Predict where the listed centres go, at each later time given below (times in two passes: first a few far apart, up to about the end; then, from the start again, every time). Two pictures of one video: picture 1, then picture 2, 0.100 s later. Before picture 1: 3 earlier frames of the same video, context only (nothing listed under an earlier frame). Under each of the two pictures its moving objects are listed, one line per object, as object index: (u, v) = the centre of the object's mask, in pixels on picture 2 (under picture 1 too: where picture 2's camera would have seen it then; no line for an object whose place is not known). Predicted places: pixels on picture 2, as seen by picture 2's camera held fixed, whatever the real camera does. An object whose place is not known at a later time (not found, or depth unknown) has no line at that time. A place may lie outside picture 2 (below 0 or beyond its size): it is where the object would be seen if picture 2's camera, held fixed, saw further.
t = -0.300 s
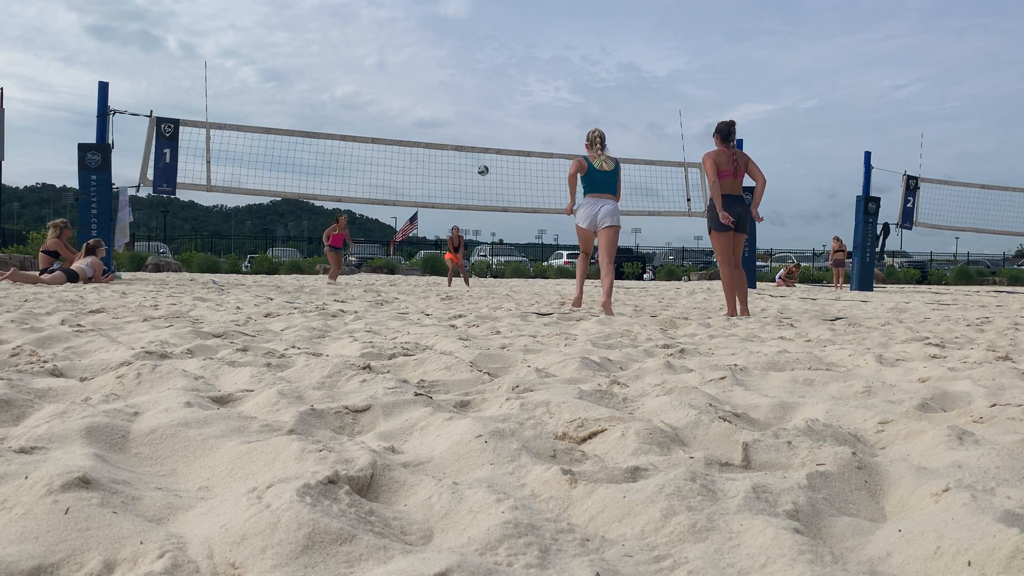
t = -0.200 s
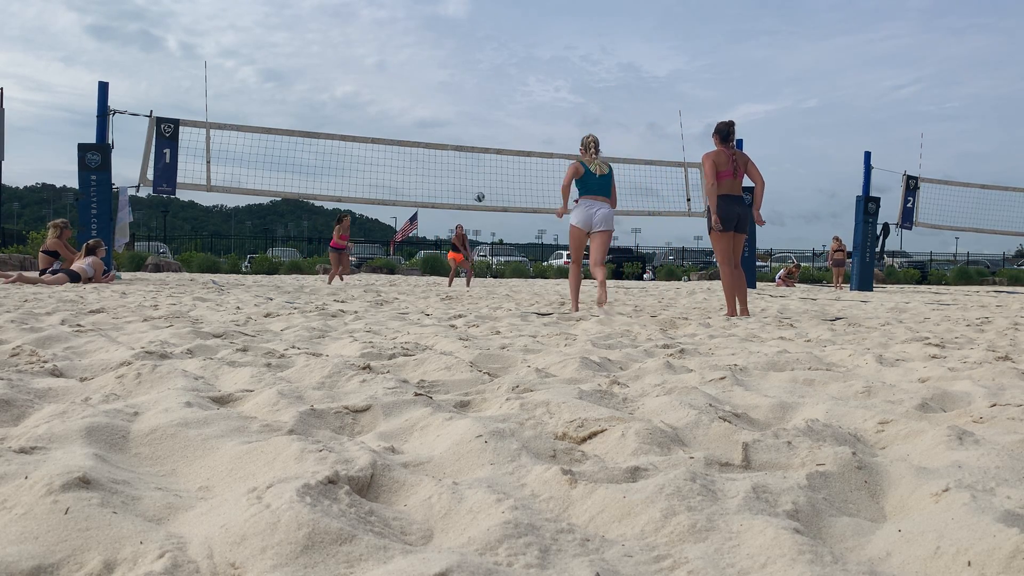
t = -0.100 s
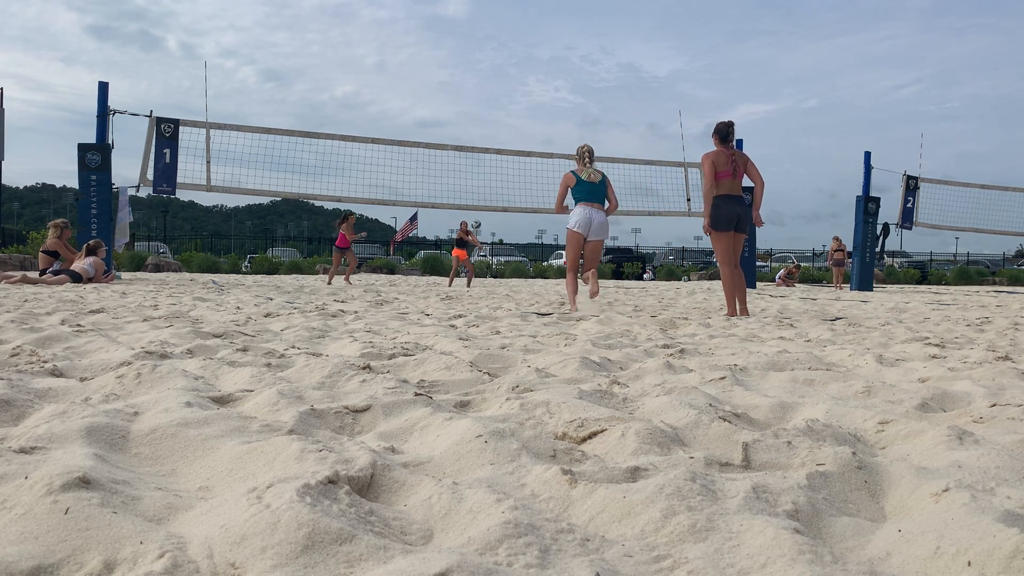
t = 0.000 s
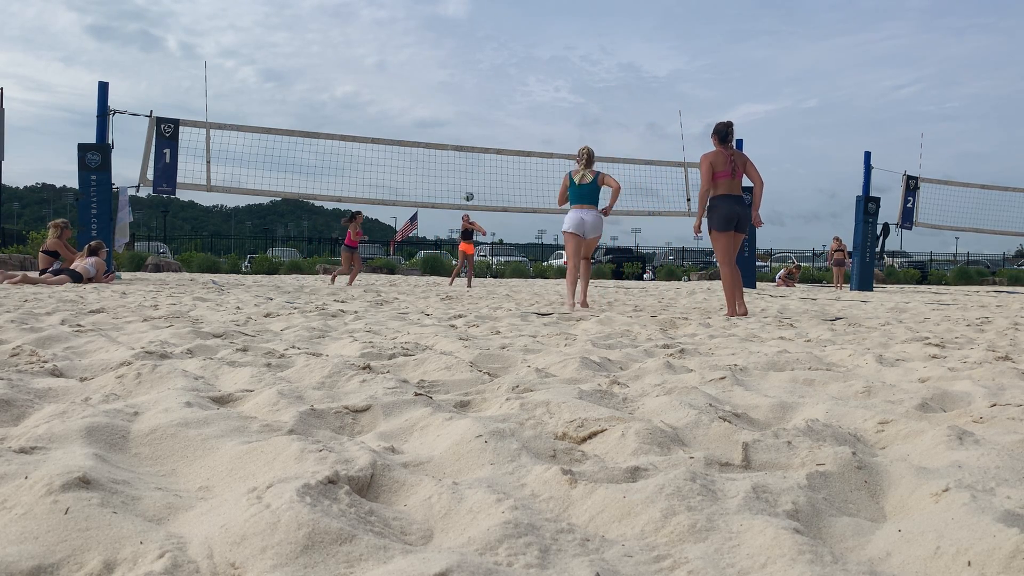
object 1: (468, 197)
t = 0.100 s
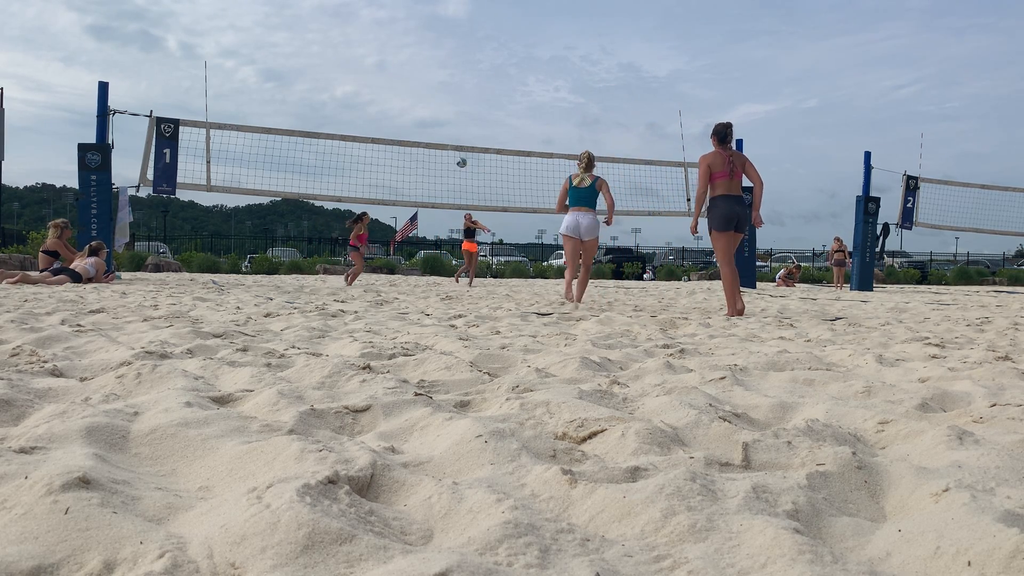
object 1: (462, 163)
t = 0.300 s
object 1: (446, 107)
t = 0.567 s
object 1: (423, 60)
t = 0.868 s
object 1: (395, 46)
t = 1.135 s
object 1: (367, 72)
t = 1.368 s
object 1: (343, 125)
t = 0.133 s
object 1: (459, 154)
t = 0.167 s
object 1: (457, 142)
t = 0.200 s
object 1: (454, 133)
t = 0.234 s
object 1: (451, 124)
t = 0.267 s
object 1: (449, 115)
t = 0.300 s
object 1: (446, 107)
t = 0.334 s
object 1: (443, 99)
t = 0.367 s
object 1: (441, 92)
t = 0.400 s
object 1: (438, 86)
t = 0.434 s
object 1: (435, 79)
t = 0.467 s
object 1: (432, 74)
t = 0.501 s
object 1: (429, 69)
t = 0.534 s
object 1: (426, 64)
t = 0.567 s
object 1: (423, 60)
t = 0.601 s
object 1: (420, 56)
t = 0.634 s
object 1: (417, 53)
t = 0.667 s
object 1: (414, 51)
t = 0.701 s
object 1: (411, 49)
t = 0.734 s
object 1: (408, 47)
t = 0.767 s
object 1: (405, 46)
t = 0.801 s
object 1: (401, 46)
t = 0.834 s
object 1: (398, 46)
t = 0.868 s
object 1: (395, 46)
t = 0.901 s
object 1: (392, 48)
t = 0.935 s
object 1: (388, 49)
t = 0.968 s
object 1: (385, 52)
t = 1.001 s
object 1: (381, 55)
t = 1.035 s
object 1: (378, 58)
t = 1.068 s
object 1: (374, 62)
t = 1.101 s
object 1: (371, 67)
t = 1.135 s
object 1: (367, 72)
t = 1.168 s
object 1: (364, 78)
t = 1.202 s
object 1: (360, 84)
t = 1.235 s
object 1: (357, 91)
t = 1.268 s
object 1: (354, 99)
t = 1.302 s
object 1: (350, 107)
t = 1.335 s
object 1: (347, 116)
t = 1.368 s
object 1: (343, 125)
